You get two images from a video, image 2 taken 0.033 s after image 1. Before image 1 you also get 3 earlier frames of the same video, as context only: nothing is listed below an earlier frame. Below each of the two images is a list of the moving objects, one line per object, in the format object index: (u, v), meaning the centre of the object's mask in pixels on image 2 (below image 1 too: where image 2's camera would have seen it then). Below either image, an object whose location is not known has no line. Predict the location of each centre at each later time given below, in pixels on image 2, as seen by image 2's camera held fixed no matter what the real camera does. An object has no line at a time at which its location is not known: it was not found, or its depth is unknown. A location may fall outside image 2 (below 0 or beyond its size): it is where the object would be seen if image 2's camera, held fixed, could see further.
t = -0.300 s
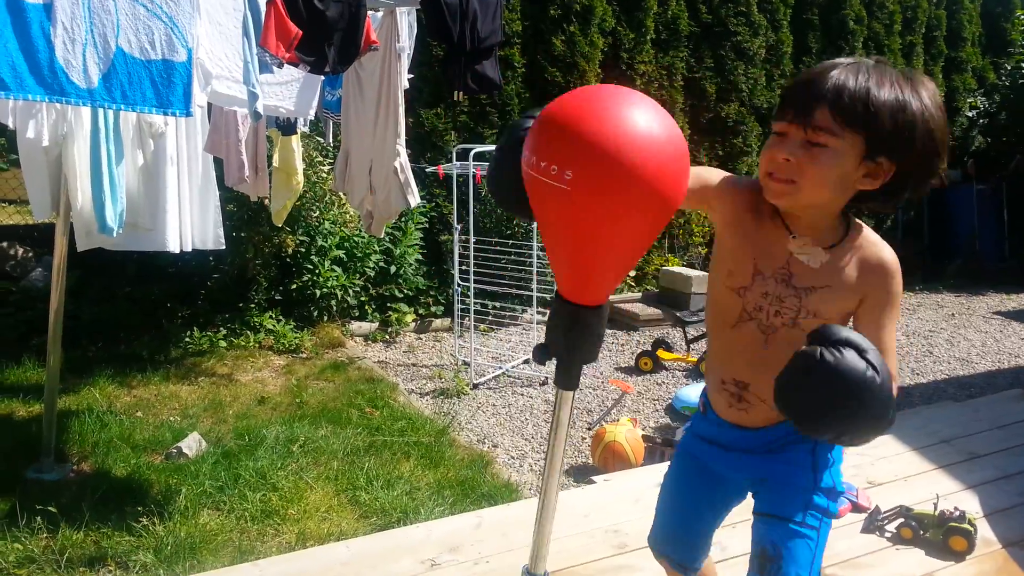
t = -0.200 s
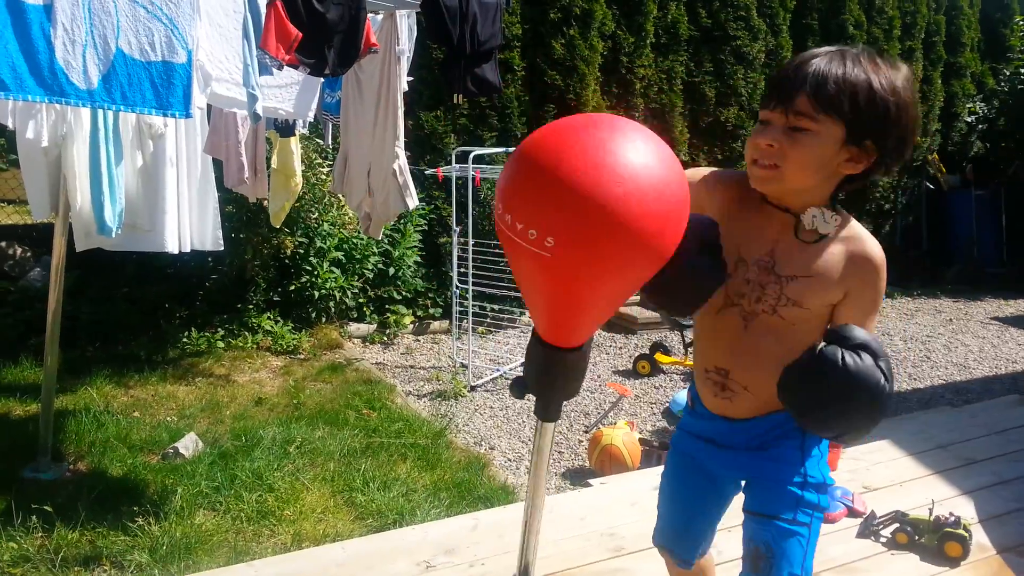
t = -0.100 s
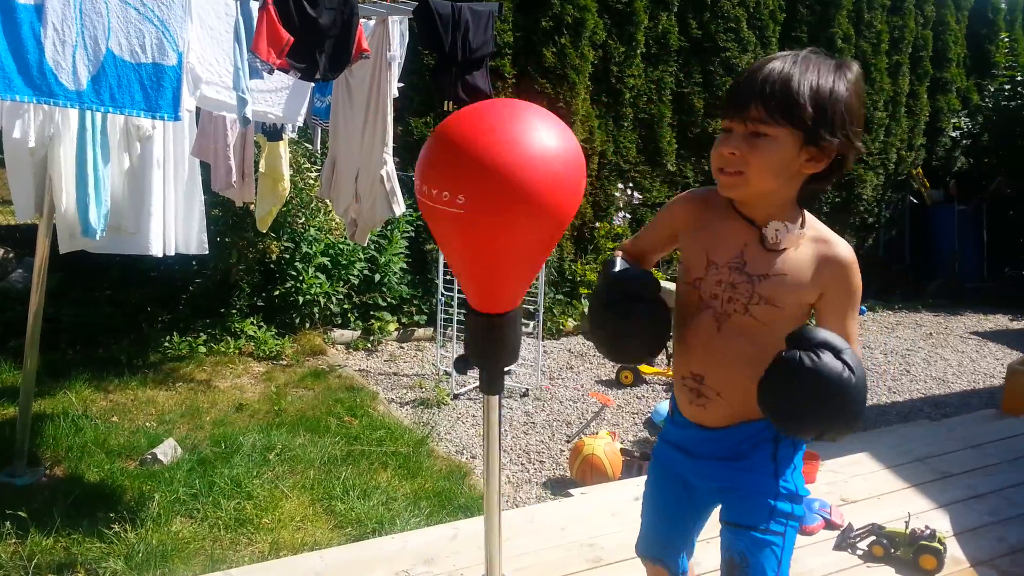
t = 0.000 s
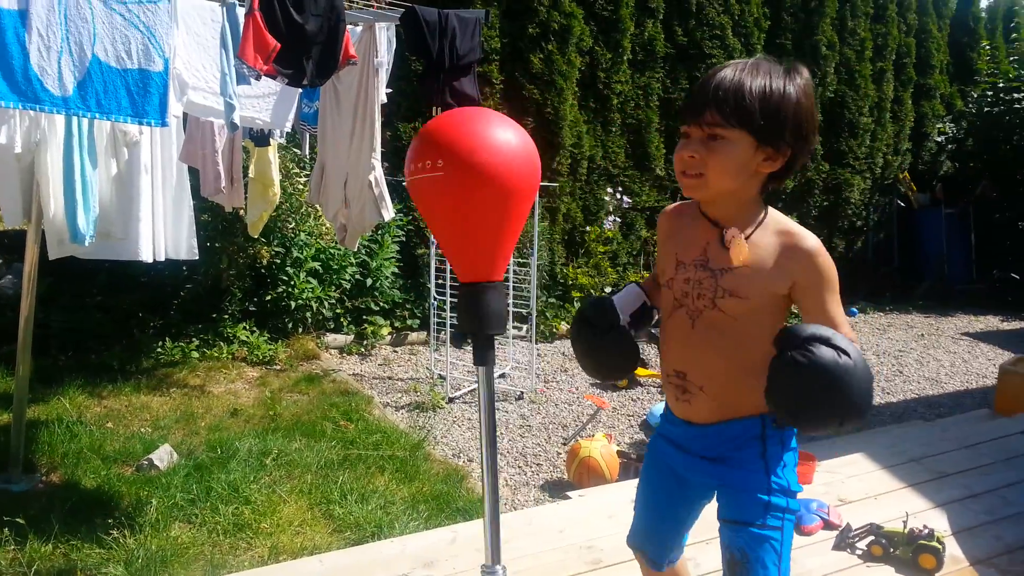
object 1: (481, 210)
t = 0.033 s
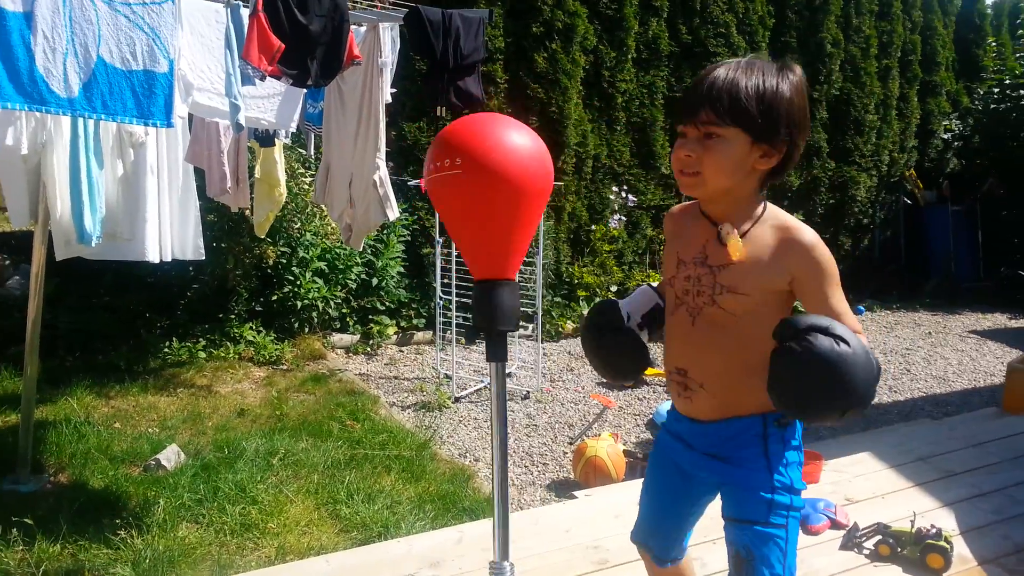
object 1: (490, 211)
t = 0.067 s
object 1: (507, 212)
